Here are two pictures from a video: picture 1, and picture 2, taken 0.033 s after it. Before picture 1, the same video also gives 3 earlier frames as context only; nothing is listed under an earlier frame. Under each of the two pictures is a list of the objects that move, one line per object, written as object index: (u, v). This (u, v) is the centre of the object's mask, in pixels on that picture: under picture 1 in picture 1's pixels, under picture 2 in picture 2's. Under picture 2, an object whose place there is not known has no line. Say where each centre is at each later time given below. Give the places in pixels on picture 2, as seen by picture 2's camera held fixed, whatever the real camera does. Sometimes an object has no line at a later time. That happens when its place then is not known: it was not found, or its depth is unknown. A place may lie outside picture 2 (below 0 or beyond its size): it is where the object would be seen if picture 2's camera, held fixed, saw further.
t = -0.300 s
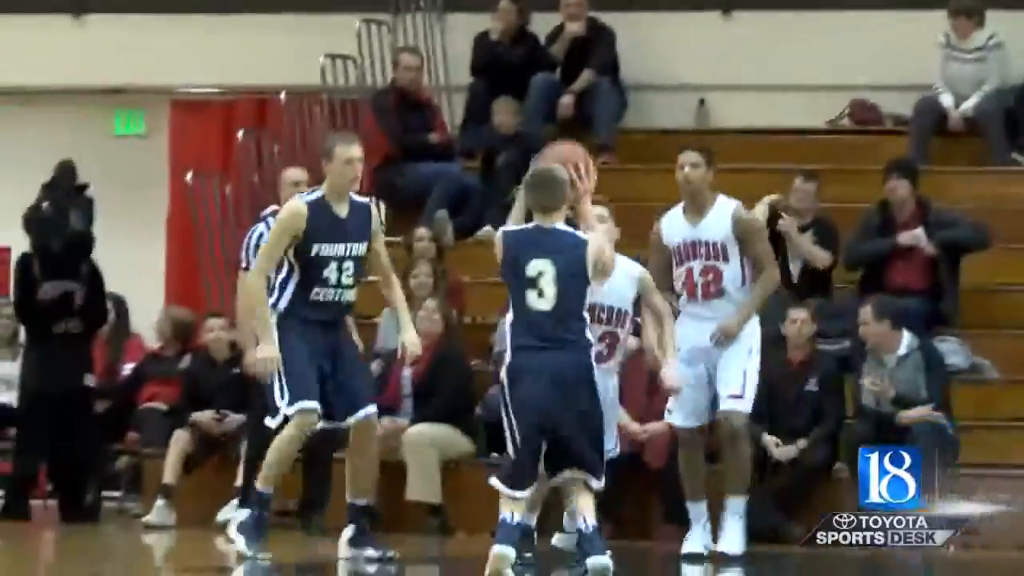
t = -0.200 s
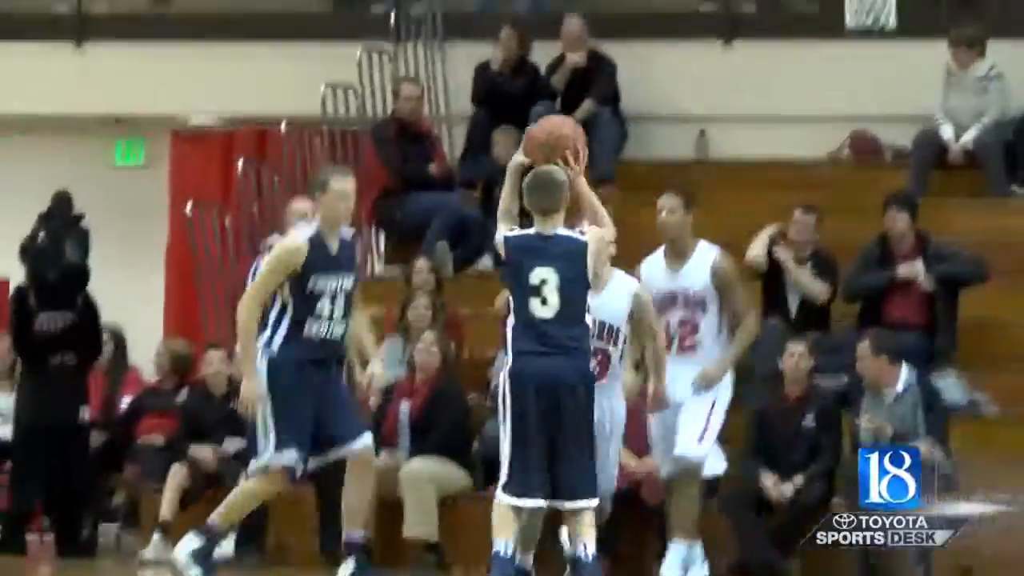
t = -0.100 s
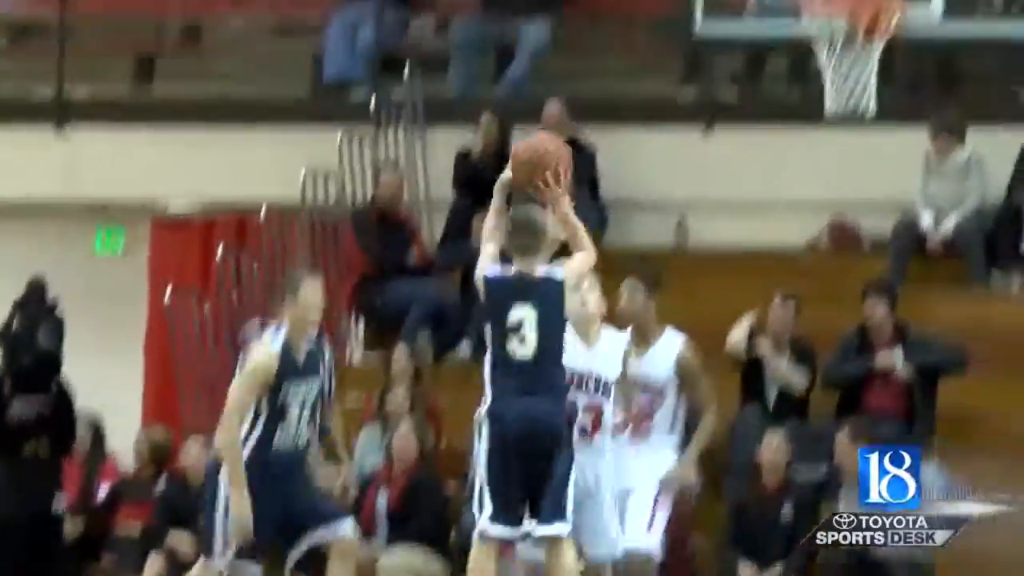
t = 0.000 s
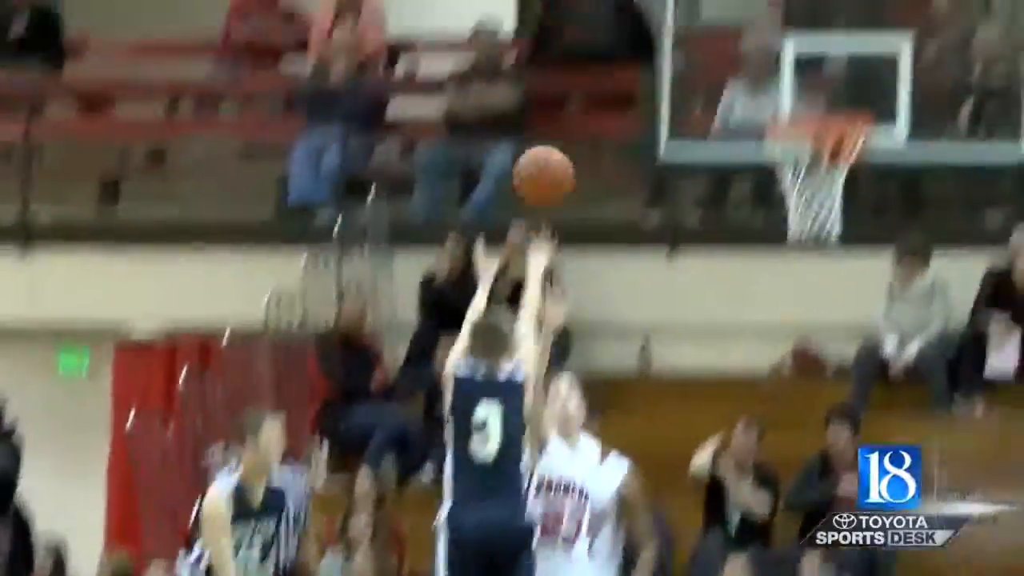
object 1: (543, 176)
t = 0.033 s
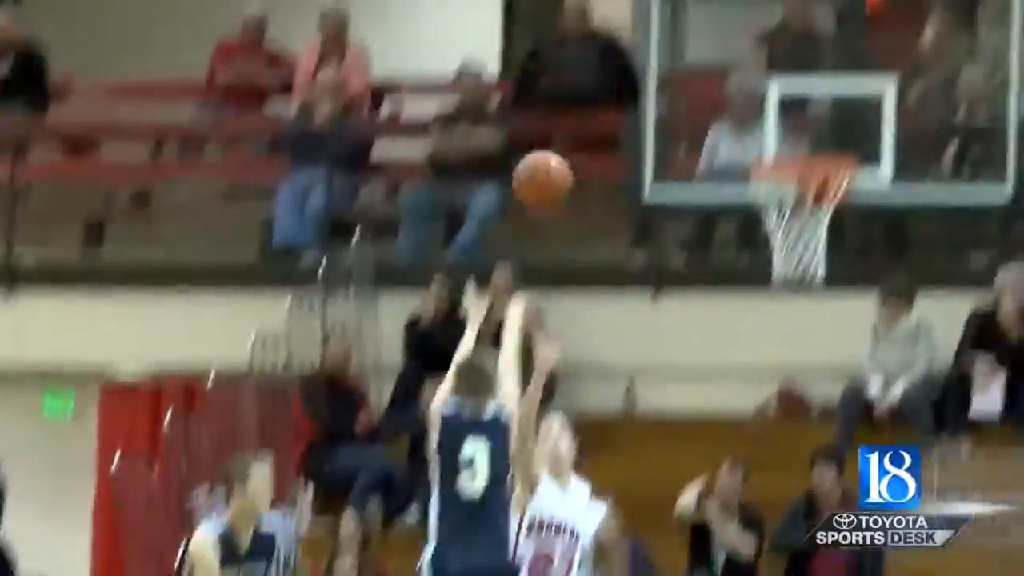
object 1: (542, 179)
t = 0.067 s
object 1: (556, 147)
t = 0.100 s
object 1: (570, 119)
